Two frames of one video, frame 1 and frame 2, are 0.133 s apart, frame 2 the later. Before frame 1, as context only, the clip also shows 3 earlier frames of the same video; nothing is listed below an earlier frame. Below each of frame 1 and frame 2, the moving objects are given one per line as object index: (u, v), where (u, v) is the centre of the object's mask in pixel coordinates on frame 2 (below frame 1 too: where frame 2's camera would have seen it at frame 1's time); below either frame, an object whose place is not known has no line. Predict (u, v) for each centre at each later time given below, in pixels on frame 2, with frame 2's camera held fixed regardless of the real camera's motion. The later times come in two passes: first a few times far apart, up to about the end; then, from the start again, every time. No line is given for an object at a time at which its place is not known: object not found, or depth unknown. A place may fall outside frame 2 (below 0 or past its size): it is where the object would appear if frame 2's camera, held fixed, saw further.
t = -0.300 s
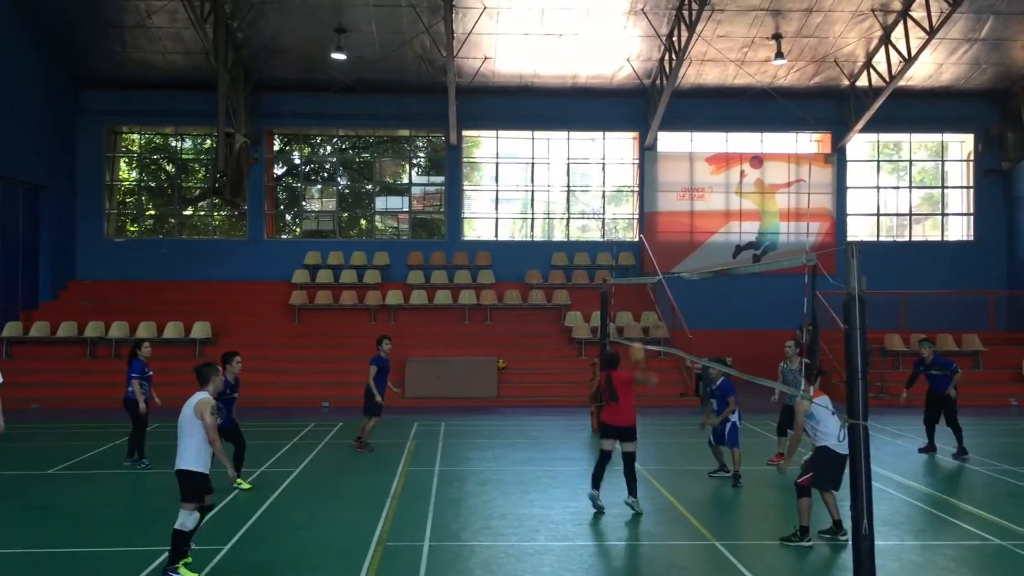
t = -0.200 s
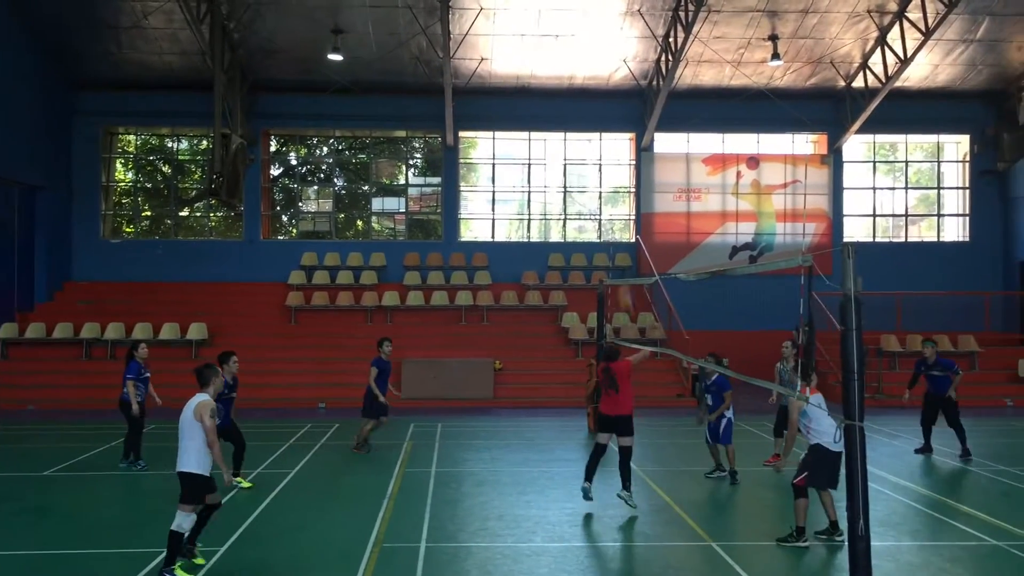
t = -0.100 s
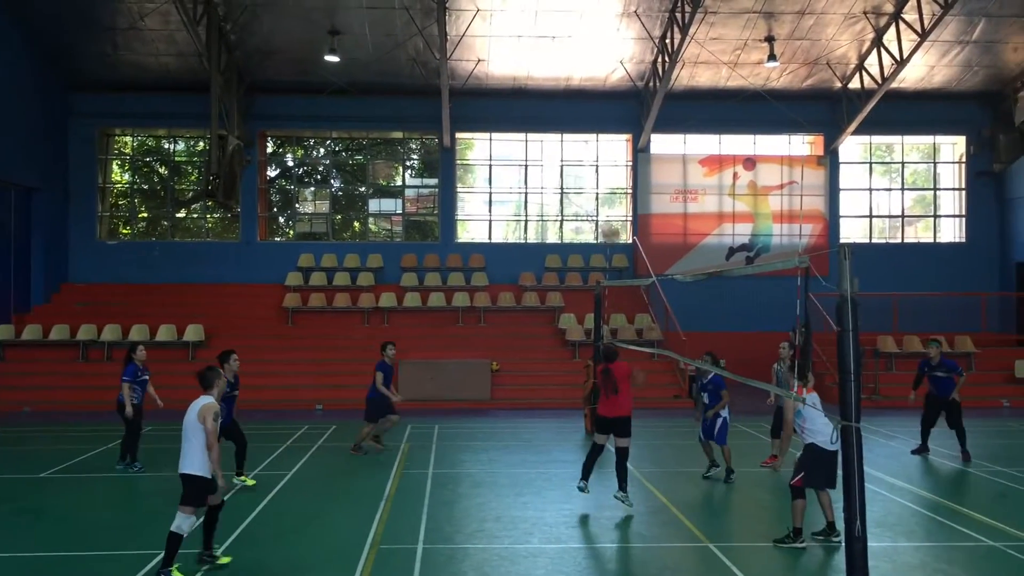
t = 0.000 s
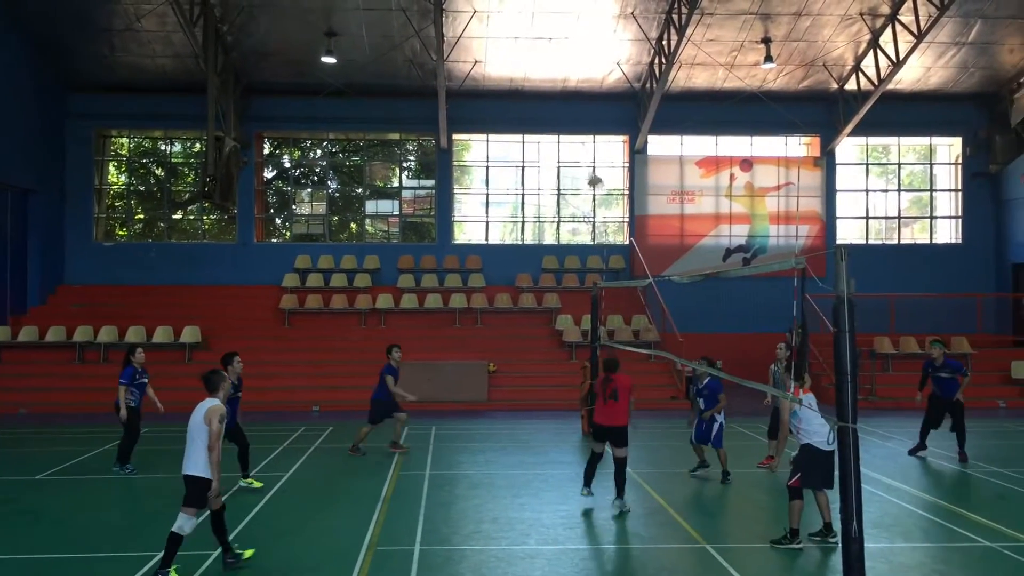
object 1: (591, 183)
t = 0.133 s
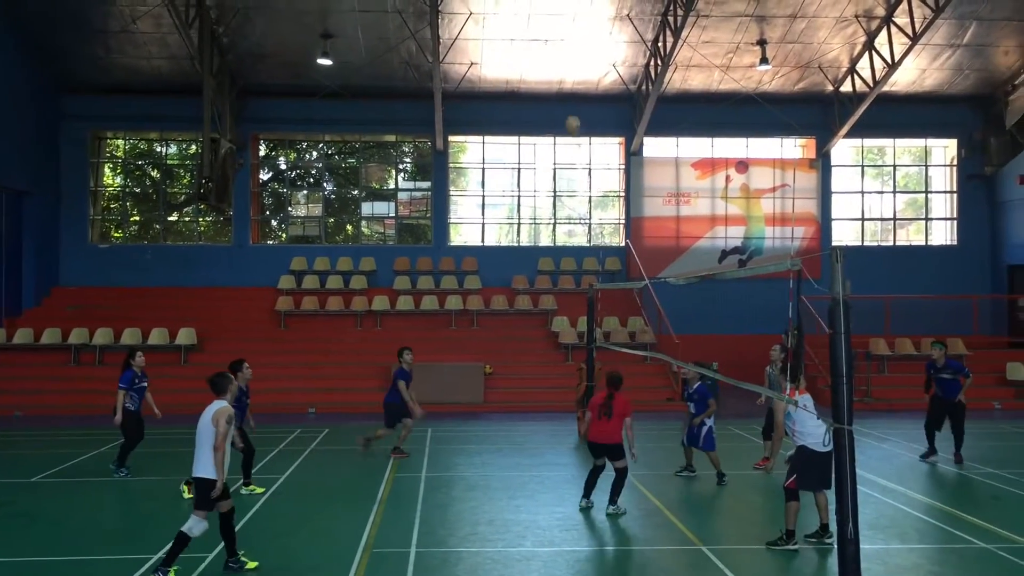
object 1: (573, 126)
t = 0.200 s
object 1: (567, 106)
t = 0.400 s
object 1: (547, 69)
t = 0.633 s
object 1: (525, 68)
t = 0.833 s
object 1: (508, 98)
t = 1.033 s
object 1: (492, 155)
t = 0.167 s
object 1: (570, 115)
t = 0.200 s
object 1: (567, 106)
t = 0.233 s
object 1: (563, 99)
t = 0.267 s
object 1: (560, 90)
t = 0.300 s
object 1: (557, 84)
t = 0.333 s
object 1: (554, 78)
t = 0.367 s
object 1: (550, 73)
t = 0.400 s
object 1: (547, 69)
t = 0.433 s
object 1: (544, 66)
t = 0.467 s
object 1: (540, 65)
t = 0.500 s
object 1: (537, 63)
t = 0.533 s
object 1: (534, 63)
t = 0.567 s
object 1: (531, 64)
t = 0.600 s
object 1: (528, 65)
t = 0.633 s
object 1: (525, 68)
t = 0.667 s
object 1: (522, 71)
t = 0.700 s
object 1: (519, 75)
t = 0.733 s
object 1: (516, 79)
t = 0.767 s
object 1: (514, 85)
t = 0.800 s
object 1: (511, 91)
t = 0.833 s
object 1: (508, 98)
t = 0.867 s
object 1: (506, 105)
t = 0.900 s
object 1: (503, 114)
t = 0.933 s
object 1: (500, 123)
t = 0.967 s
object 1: (496, 131)
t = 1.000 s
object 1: (494, 144)
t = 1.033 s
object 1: (492, 155)
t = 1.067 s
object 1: (489, 165)
